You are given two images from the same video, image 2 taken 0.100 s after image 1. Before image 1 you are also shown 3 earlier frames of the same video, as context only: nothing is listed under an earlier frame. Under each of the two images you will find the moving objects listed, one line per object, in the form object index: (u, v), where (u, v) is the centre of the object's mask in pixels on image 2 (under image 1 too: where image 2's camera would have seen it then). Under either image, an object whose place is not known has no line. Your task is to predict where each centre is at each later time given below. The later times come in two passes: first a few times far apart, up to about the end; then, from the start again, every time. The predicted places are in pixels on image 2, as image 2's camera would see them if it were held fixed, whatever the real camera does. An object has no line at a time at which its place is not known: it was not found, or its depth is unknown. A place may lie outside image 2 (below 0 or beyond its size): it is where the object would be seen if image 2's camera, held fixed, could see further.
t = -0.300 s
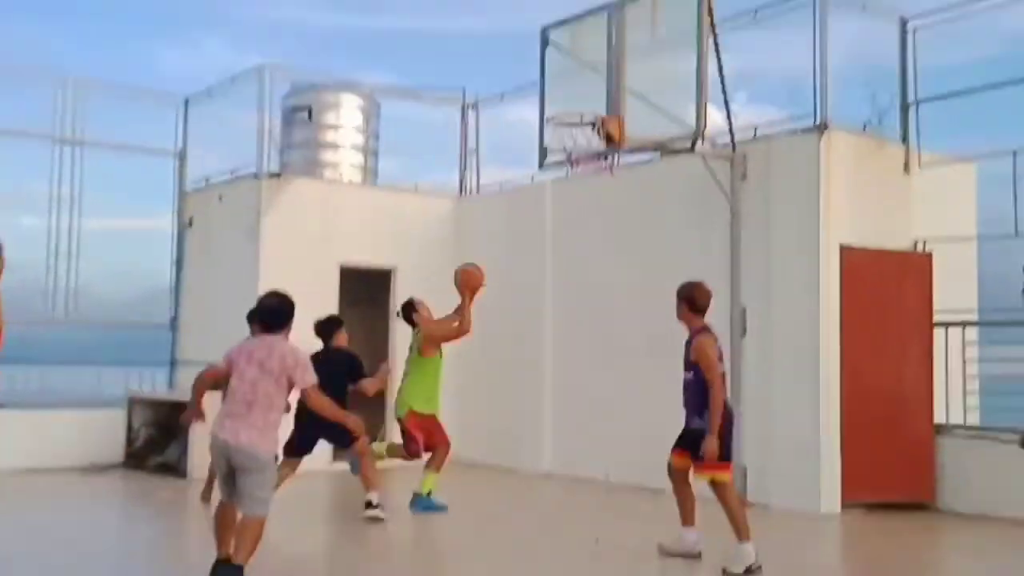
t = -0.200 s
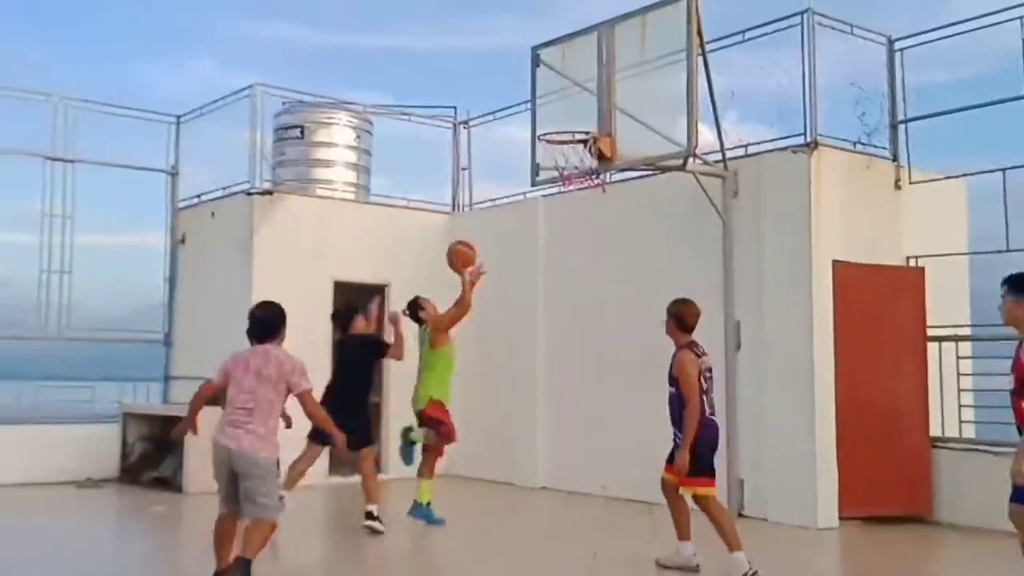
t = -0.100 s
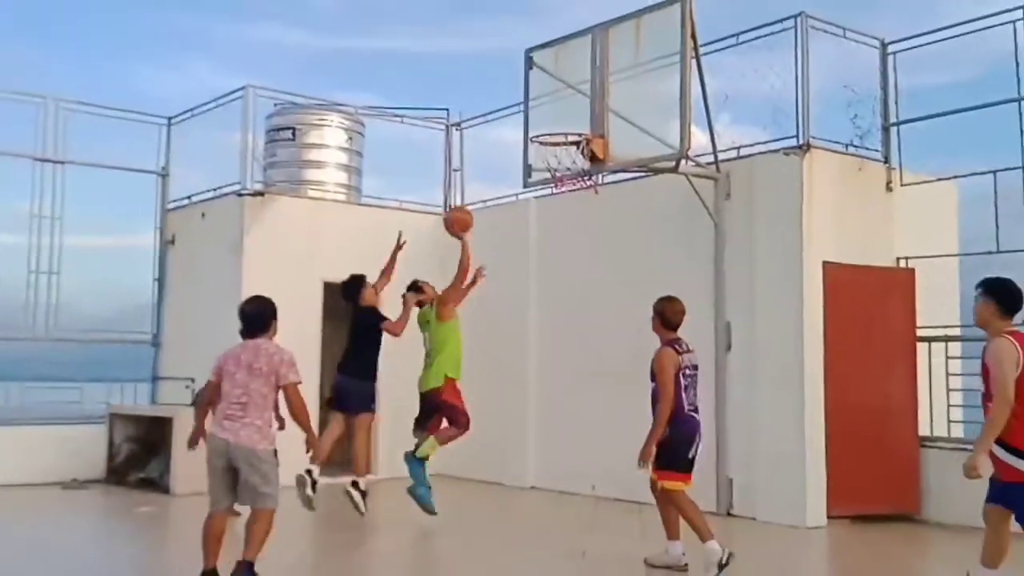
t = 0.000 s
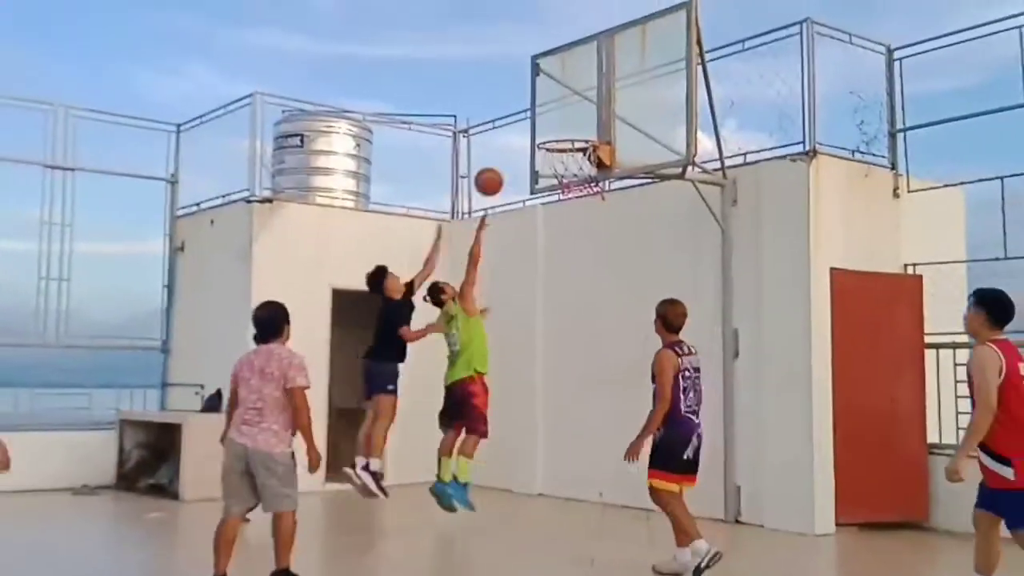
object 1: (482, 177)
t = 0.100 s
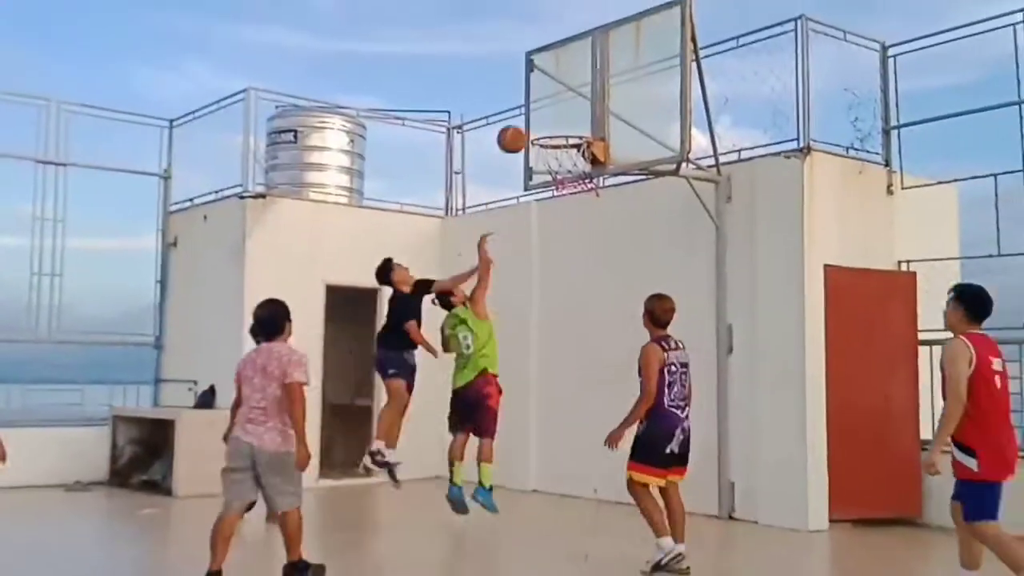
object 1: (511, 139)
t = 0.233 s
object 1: (549, 108)
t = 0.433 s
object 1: (569, 95)
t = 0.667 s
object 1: (560, 132)
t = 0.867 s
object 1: (562, 165)
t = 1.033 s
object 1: (578, 213)
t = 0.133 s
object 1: (521, 129)
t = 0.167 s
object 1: (531, 121)
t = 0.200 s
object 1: (541, 113)
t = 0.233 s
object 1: (549, 108)
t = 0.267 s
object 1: (558, 102)
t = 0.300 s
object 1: (566, 98)
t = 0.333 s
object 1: (573, 96)
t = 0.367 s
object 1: (572, 95)
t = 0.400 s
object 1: (571, 95)
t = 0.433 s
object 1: (569, 95)
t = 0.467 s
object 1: (569, 98)
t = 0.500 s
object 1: (567, 102)
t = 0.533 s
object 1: (566, 107)
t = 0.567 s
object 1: (565, 114)
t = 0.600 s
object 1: (564, 122)
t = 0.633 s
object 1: (561, 130)
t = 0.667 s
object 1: (560, 132)
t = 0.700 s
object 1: (559, 134)
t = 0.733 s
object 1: (557, 139)
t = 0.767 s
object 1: (555, 145)
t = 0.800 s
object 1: (556, 150)
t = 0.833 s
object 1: (559, 157)
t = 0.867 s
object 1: (562, 165)
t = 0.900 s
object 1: (565, 175)
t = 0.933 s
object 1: (568, 182)
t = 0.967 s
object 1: (571, 191)
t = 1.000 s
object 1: (575, 202)
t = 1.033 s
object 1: (578, 213)
